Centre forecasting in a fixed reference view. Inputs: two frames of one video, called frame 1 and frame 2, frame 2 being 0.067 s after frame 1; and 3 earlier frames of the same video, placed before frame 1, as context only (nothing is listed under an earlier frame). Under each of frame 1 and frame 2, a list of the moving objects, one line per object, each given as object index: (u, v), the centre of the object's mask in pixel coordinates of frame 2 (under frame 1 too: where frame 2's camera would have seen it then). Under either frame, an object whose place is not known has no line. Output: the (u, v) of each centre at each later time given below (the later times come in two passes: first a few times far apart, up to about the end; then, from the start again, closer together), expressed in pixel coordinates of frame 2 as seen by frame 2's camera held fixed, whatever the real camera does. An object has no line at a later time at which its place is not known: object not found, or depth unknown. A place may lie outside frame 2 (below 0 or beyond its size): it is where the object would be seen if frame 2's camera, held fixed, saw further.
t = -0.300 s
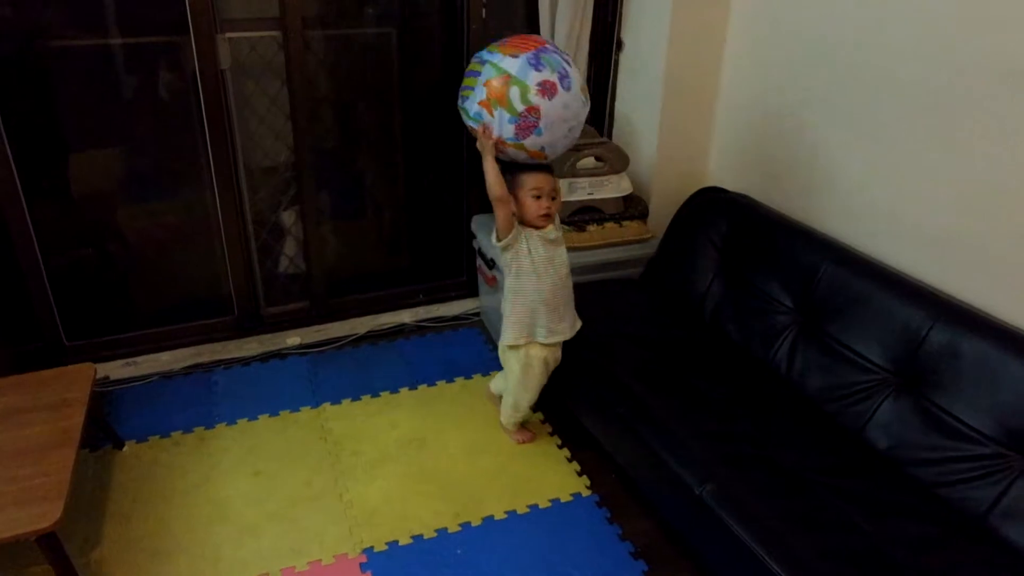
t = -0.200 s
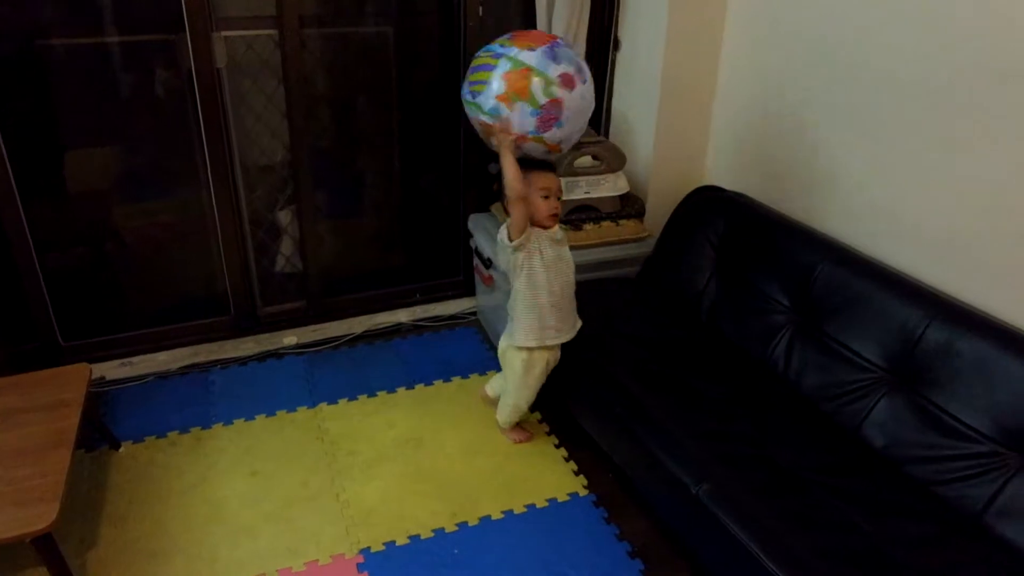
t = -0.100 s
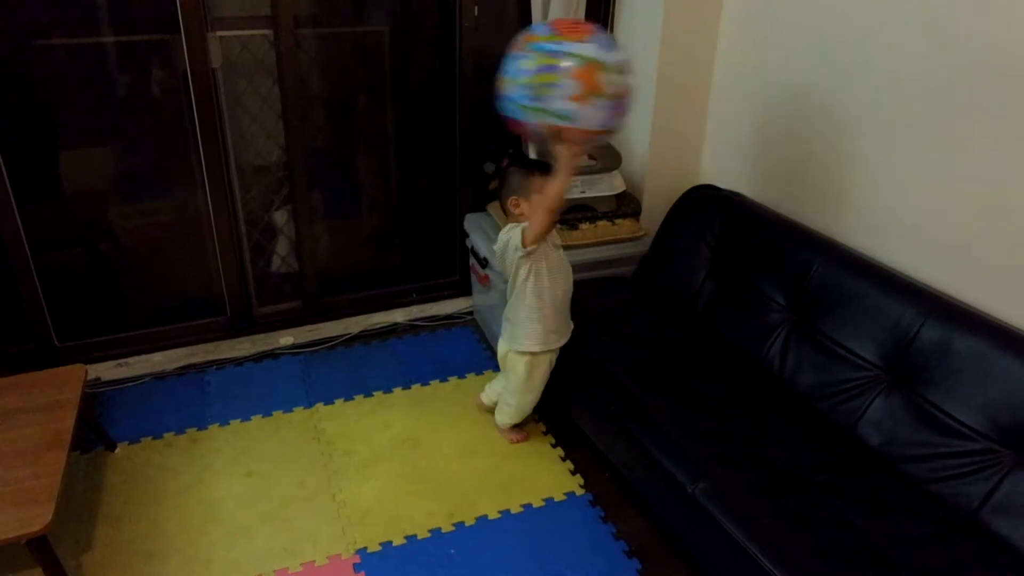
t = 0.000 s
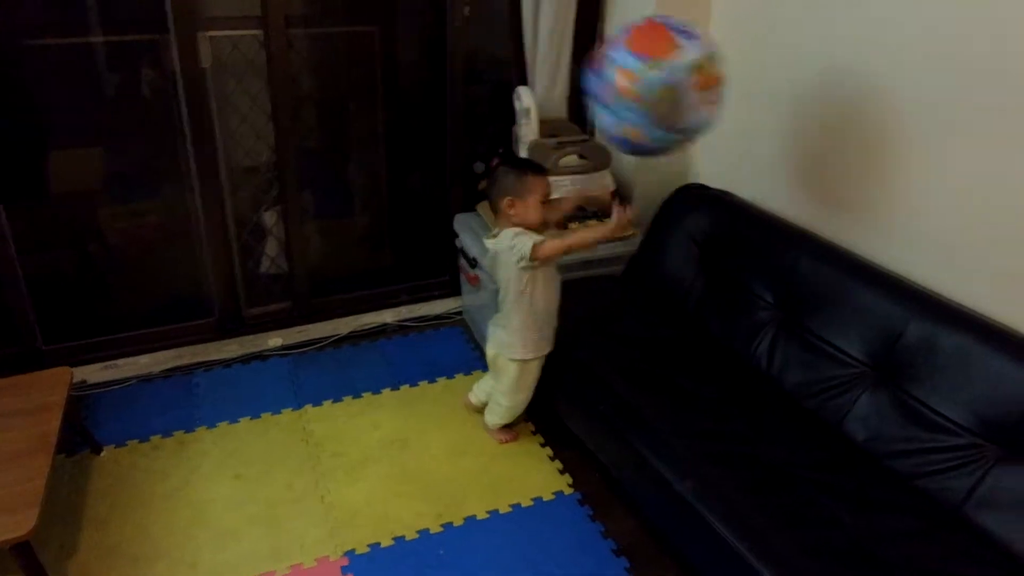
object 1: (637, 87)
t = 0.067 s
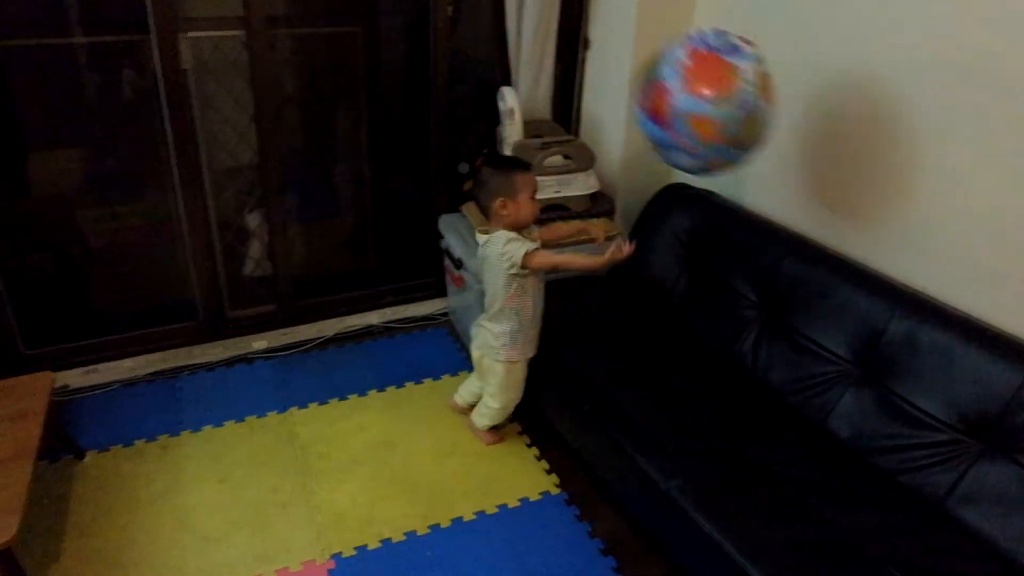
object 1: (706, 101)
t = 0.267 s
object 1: (867, 210)
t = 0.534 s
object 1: (832, 264)
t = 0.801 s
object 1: (777, 411)
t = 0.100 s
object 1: (738, 113)
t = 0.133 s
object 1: (771, 128)
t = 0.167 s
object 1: (803, 150)
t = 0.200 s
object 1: (832, 175)
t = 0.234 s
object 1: (858, 196)
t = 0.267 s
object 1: (867, 210)
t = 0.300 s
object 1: (865, 207)
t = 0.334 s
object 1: (865, 206)
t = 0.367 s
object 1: (862, 205)
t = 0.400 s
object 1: (857, 209)
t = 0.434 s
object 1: (852, 217)
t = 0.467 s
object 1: (846, 227)
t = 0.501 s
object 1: (839, 243)
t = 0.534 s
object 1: (832, 264)
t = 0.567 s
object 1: (821, 287)
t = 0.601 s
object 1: (810, 312)
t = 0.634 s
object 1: (799, 340)
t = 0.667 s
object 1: (786, 374)
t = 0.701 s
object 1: (773, 410)
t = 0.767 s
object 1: (774, 416)
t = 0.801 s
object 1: (777, 411)
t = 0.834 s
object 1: (780, 408)
